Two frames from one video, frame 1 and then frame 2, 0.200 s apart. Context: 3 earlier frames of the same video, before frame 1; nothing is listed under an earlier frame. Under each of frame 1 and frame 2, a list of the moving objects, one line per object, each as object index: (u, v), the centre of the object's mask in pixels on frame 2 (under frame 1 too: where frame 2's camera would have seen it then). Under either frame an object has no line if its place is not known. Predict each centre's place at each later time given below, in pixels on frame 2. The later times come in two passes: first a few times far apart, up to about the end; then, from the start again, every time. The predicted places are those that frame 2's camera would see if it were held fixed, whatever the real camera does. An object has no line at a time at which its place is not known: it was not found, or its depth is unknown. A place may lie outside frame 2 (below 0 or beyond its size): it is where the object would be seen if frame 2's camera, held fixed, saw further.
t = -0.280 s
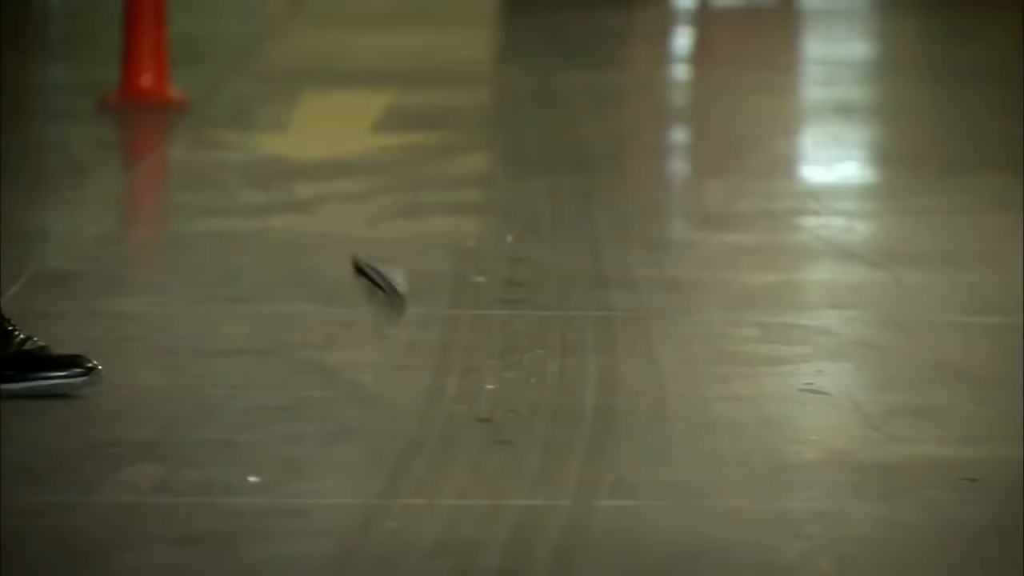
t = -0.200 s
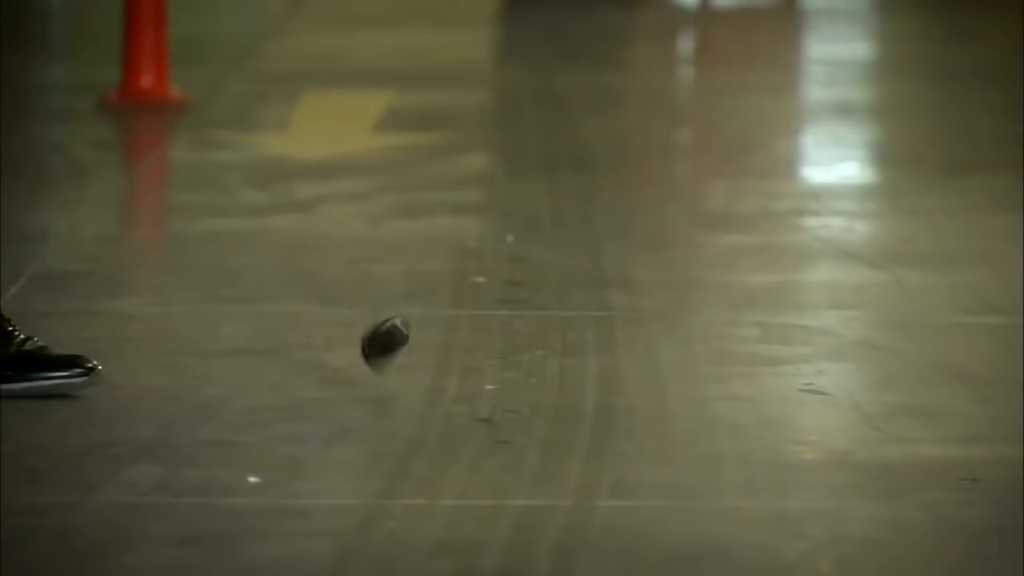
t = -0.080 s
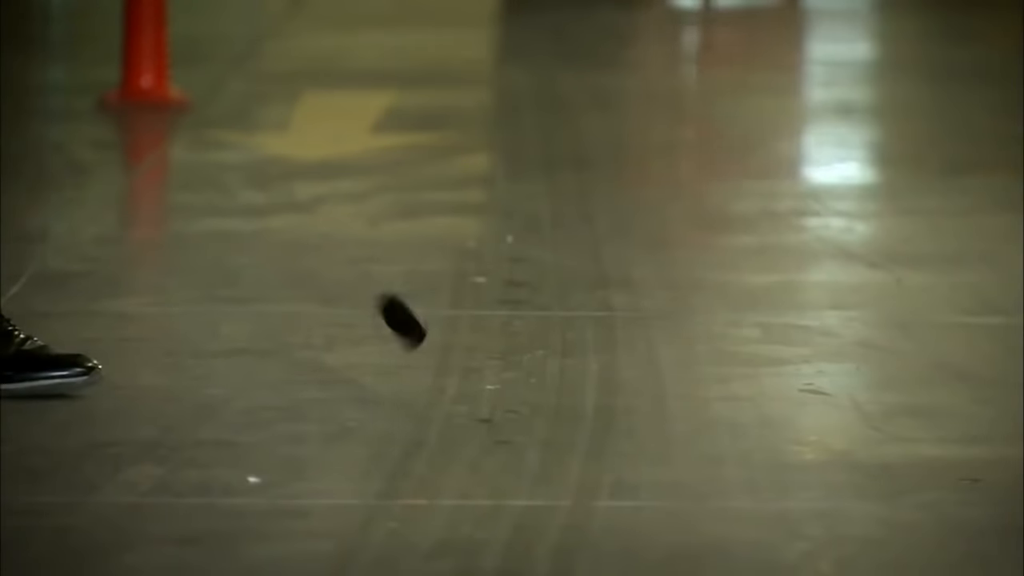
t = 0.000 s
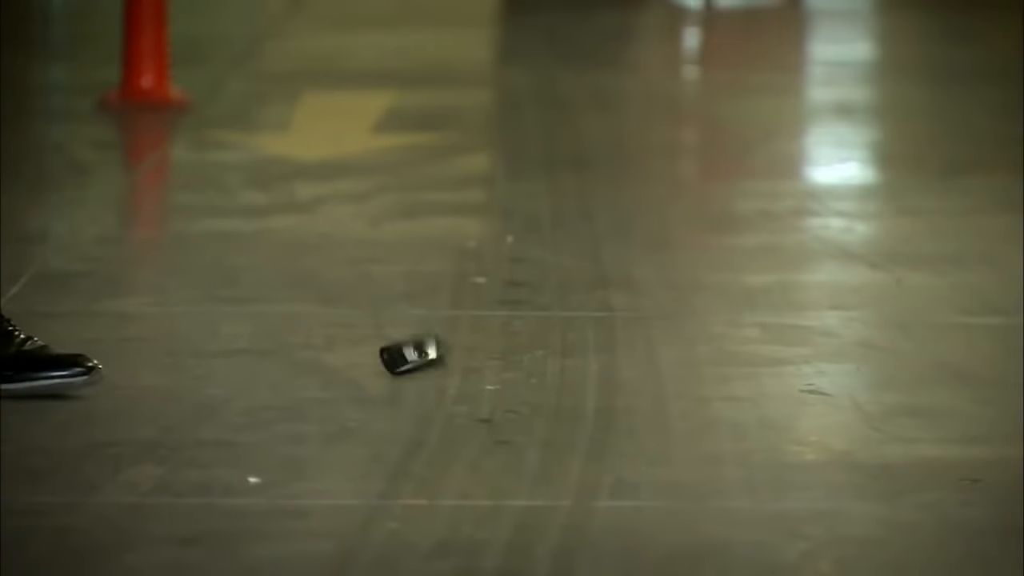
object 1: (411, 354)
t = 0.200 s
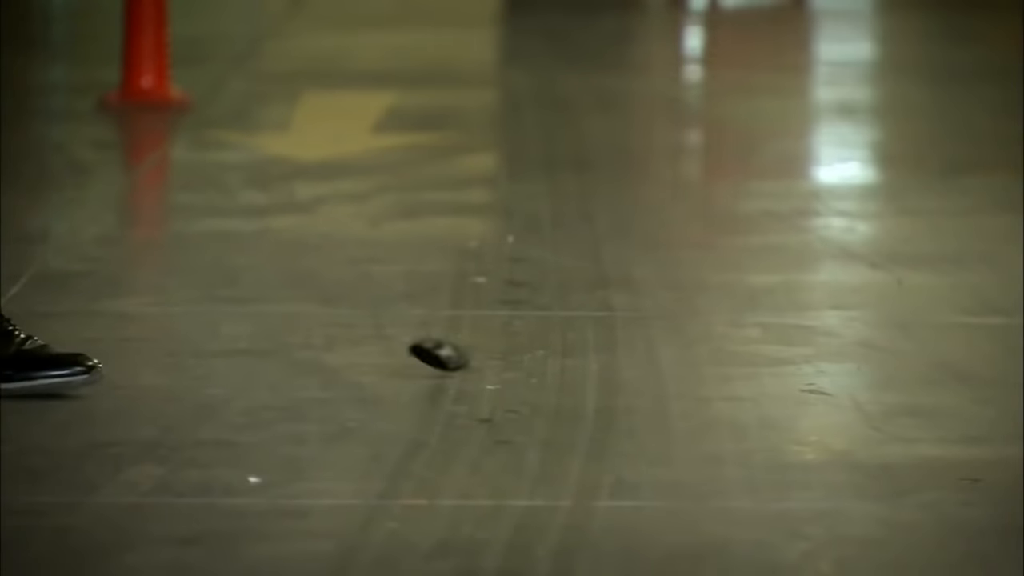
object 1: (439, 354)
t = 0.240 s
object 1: (445, 363)
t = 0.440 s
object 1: (453, 367)
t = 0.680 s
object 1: (453, 367)
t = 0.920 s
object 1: (453, 367)
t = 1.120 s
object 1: (452, 367)
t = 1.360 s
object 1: (453, 367)
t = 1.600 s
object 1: (453, 367)
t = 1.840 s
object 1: (453, 367)
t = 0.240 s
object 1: (445, 363)
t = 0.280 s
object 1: (448, 361)
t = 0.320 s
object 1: (450, 367)
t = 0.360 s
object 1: (453, 364)
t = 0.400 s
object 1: (452, 366)
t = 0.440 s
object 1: (453, 367)
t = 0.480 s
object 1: (453, 367)
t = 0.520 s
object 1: (452, 366)
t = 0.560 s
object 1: (453, 367)
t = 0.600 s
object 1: (453, 367)
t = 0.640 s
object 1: (452, 367)
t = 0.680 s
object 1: (453, 367)
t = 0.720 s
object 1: (453, 367)
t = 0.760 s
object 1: (453, 367)
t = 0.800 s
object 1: (453, 367)
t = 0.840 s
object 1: (453, 367)
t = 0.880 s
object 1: (452, 367)
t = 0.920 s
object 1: (453, 367)
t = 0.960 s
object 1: (452, 367)
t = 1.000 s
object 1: (452, 367)
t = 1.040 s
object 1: (452, 367)
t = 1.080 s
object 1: (452, 367)
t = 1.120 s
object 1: (452, 367)
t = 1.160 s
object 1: (452, 367)
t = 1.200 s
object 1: (452, 367)
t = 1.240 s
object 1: (452, 367)
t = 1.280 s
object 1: (452, 367)
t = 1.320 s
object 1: (452, 368)
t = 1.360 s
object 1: (453, 367)
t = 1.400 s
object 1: (452, 367)
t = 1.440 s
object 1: (452, 367)
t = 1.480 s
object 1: (452, 367)
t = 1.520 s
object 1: (452, 367)
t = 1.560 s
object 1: (452, 367)
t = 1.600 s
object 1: (453, 367)
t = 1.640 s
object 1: (453, 368)
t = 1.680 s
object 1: (453, 367)
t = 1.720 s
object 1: (453, 367)
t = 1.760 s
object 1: (452, 367)
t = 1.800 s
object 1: (453, 367)
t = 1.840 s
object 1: (453, 367)
